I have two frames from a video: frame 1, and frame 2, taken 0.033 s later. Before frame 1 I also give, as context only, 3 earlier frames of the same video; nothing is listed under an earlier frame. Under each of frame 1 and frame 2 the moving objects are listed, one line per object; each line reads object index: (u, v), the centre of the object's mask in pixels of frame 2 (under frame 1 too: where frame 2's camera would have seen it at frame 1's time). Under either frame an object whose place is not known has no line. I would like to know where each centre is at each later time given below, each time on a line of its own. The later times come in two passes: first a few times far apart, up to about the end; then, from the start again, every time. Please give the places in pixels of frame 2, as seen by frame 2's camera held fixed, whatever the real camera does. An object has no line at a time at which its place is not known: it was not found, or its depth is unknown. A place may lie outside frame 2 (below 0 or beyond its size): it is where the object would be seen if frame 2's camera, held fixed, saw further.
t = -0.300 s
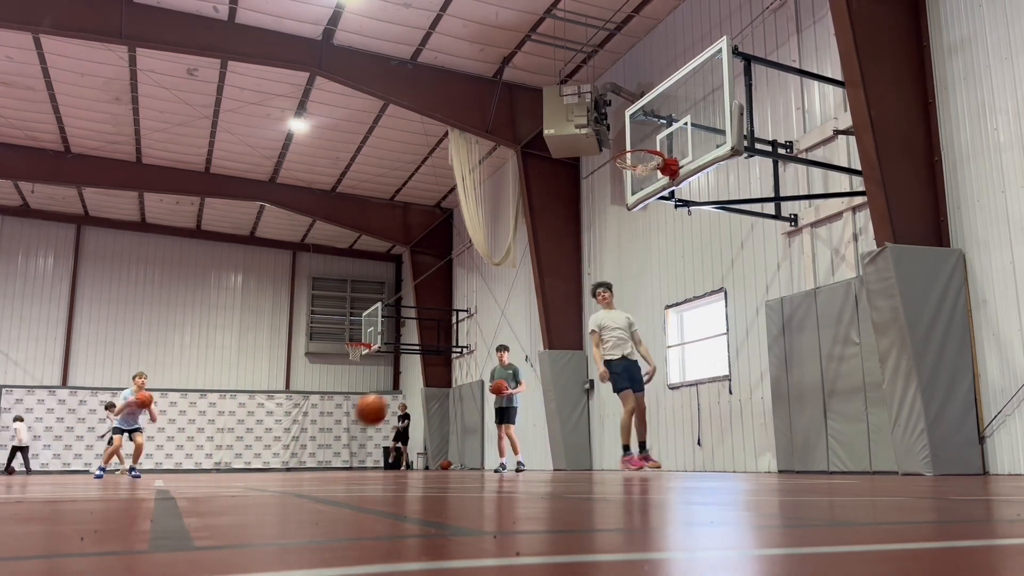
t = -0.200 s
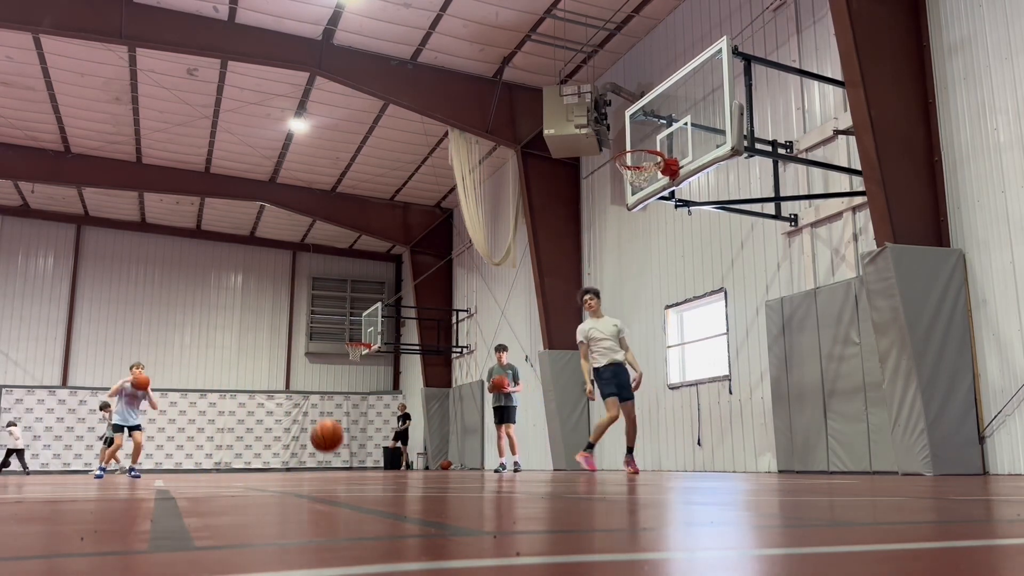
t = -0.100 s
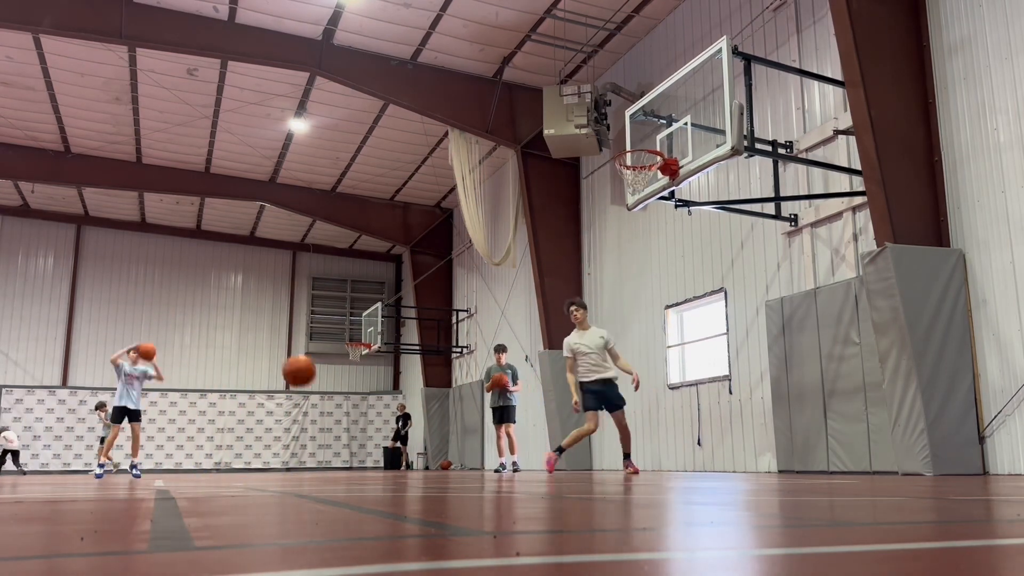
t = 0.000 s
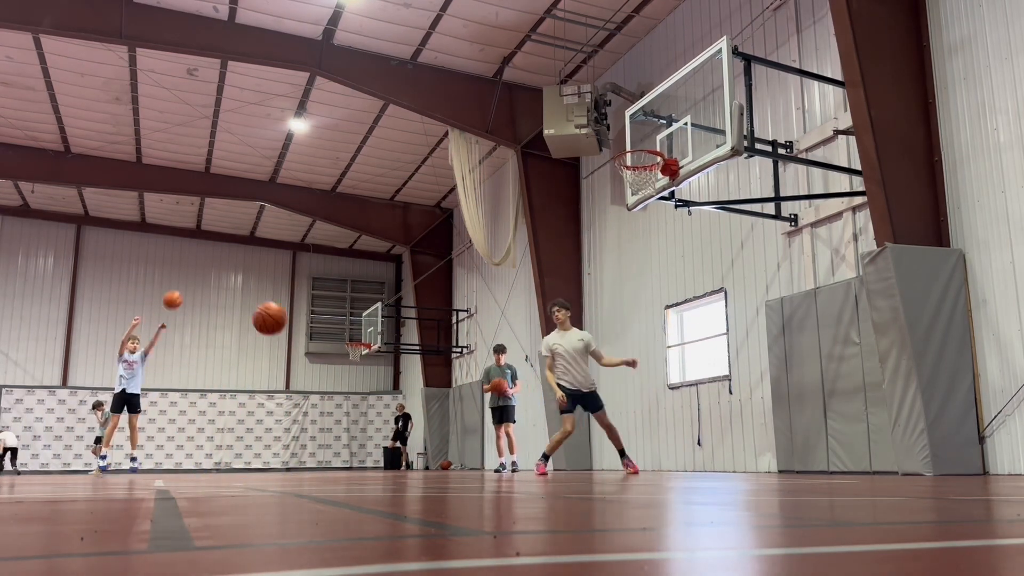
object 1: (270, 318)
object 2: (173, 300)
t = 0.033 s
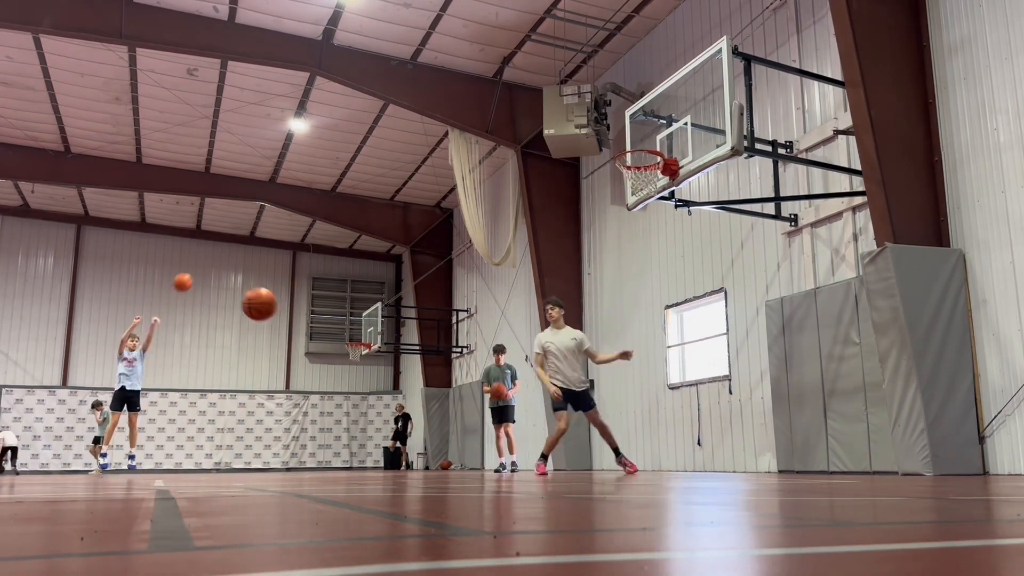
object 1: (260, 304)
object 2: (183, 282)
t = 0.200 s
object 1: (206, 251)
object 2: (235, 204)
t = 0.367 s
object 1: (147, 233)
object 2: (289, 144)
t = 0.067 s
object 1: (249, 290)
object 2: (194, 265)
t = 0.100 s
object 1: (239, 279)
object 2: (204, 249)
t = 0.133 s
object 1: (228, 268)
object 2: (214, 234)
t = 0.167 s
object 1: (217, 259)
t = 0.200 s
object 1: (206, 251)
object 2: (235, 204)
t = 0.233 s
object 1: (195, 245)
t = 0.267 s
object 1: (183, 239)
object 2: (256, 178)
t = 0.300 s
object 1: (172, 236)
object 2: (267, 166)
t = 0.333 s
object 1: (159, 234)
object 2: (277, 155)
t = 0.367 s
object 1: (147, 233)
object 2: (289, 144)
